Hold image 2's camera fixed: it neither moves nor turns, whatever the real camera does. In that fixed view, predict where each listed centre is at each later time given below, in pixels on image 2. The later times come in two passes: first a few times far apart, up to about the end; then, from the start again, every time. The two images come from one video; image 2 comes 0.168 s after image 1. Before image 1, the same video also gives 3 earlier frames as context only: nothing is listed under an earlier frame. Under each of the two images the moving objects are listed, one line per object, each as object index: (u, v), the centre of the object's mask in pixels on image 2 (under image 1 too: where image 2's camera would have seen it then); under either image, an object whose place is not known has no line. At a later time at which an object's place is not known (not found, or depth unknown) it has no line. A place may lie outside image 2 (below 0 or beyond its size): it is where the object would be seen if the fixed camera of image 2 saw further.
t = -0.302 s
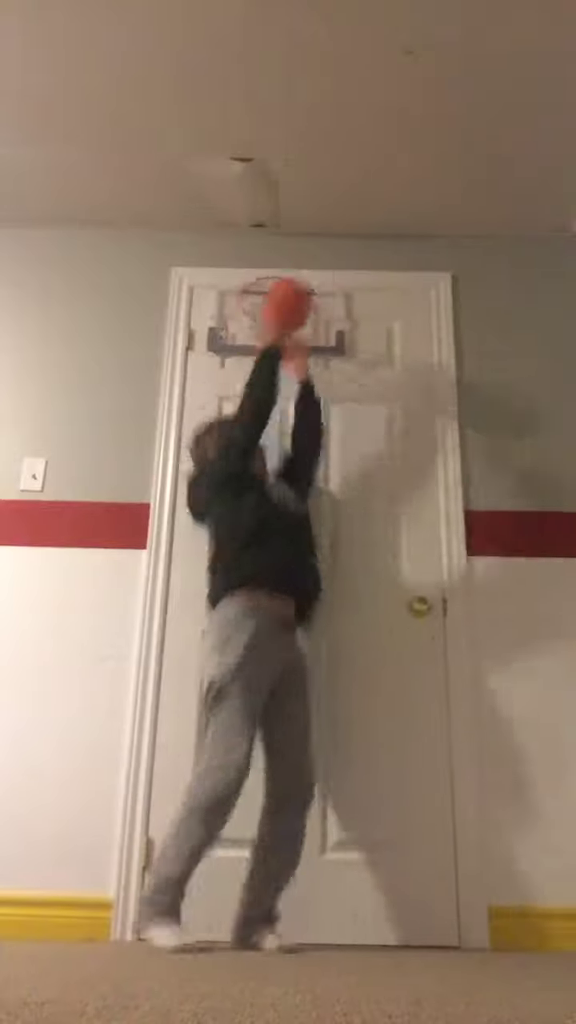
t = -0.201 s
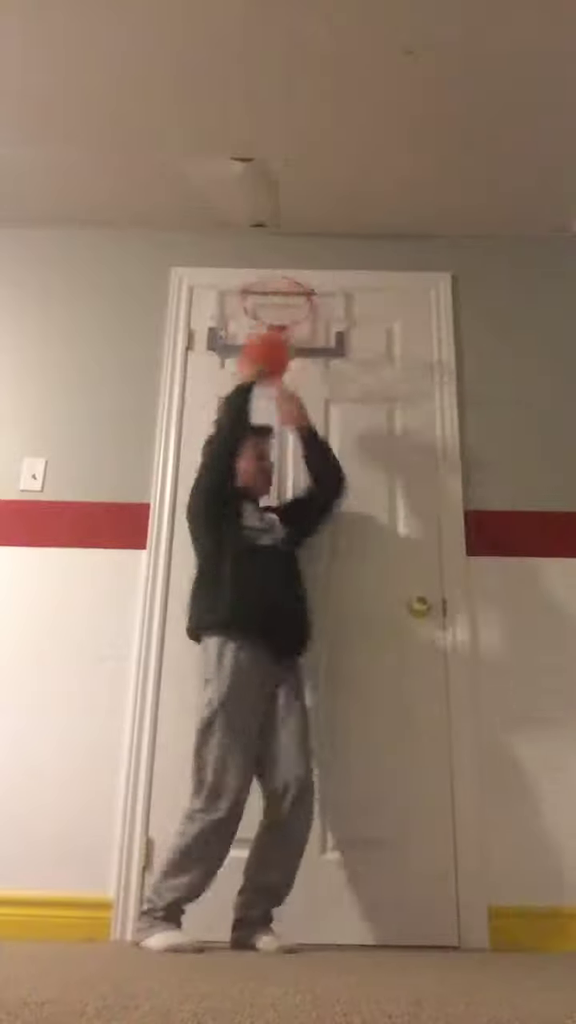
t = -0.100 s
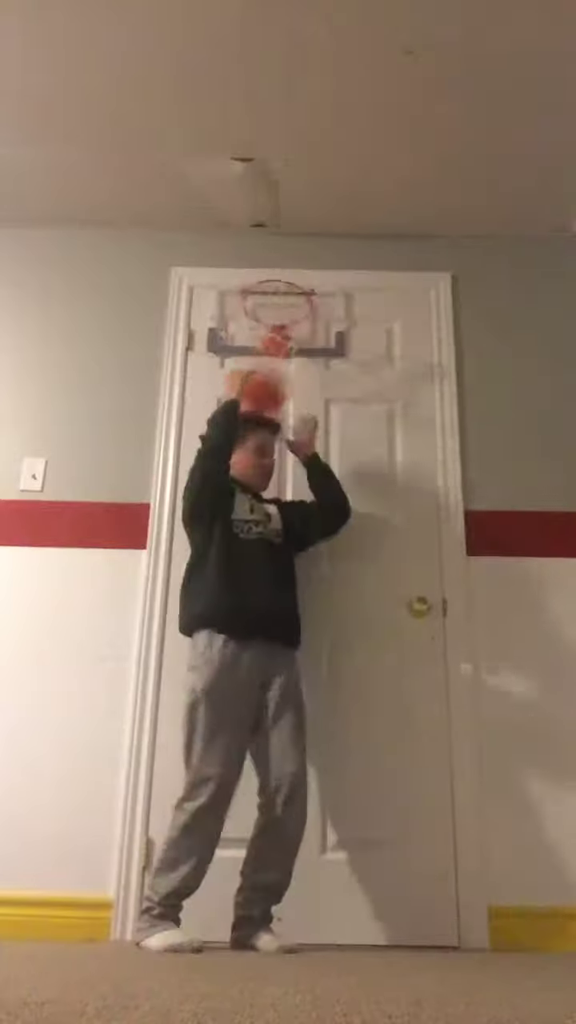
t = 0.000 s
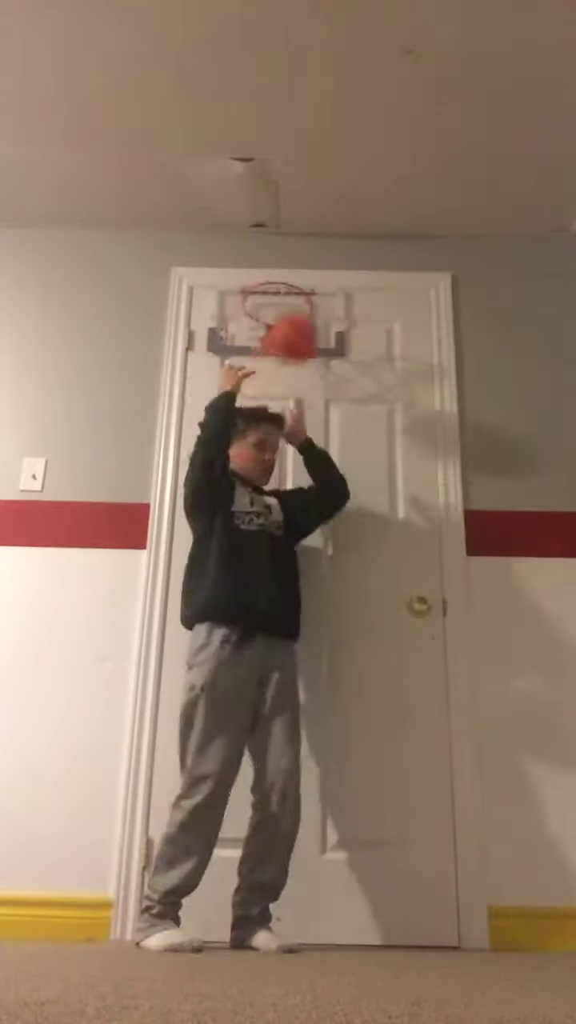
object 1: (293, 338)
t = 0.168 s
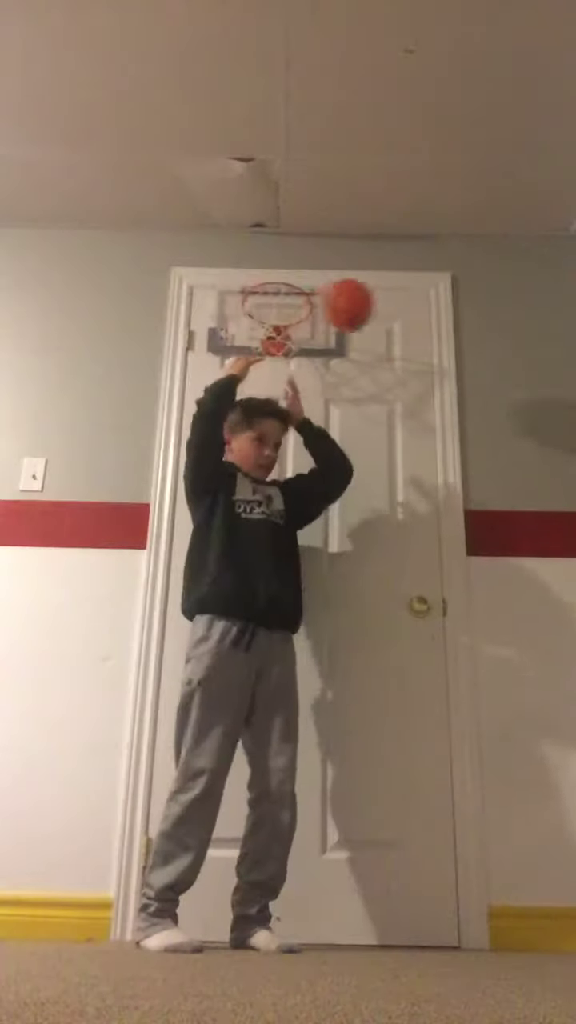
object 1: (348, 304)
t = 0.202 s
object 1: (358, 307)
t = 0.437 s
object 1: (436, 415)
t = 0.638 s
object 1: (532, 687)
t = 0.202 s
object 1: (358, 307)
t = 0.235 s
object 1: (369, 313)
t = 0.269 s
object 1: (381, 322)
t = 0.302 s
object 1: (392, 333)
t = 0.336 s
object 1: (401, 349)
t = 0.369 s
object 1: (414, 366)
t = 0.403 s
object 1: (425, 388)
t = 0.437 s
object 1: (436, 415)
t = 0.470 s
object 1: (451, 447)
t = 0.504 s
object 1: (467, 484)
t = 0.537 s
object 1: (482, 526)
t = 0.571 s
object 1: (494, 566)
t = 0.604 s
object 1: (511, 621)
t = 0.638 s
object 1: (532, 687)
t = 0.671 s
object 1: (545, 750)
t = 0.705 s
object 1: (557, 826)
